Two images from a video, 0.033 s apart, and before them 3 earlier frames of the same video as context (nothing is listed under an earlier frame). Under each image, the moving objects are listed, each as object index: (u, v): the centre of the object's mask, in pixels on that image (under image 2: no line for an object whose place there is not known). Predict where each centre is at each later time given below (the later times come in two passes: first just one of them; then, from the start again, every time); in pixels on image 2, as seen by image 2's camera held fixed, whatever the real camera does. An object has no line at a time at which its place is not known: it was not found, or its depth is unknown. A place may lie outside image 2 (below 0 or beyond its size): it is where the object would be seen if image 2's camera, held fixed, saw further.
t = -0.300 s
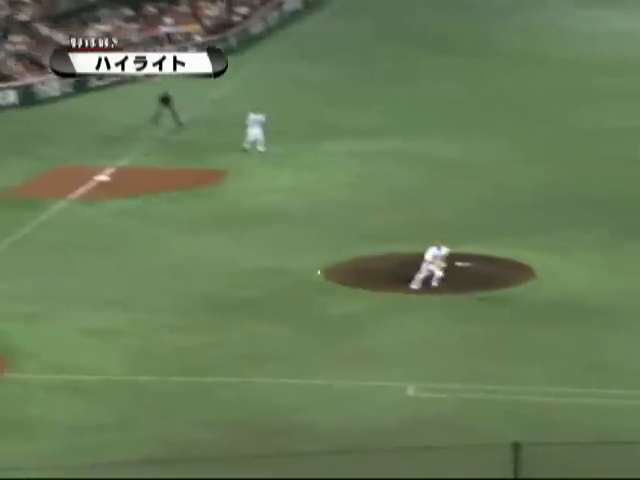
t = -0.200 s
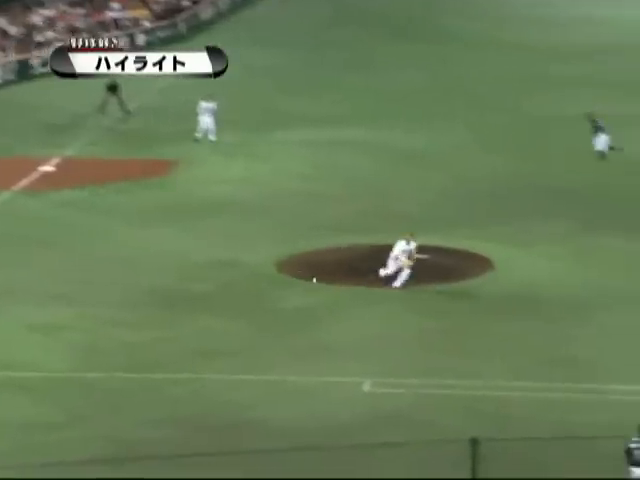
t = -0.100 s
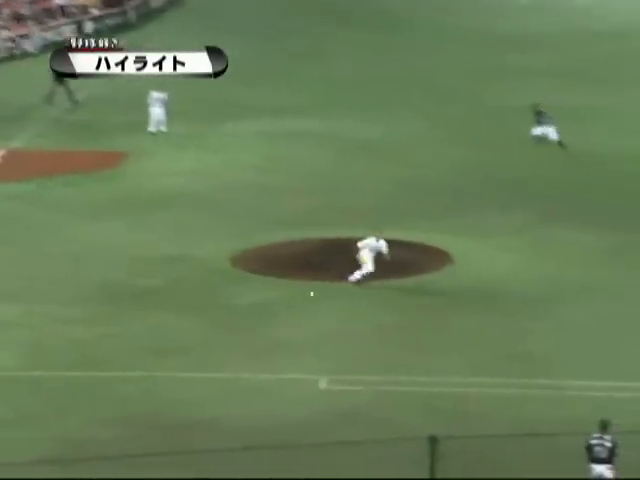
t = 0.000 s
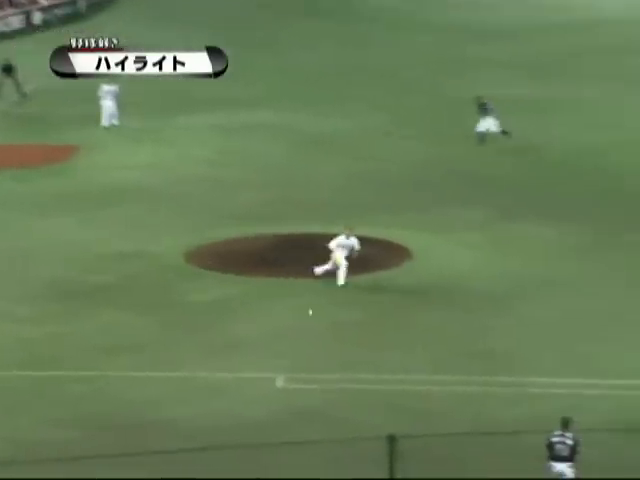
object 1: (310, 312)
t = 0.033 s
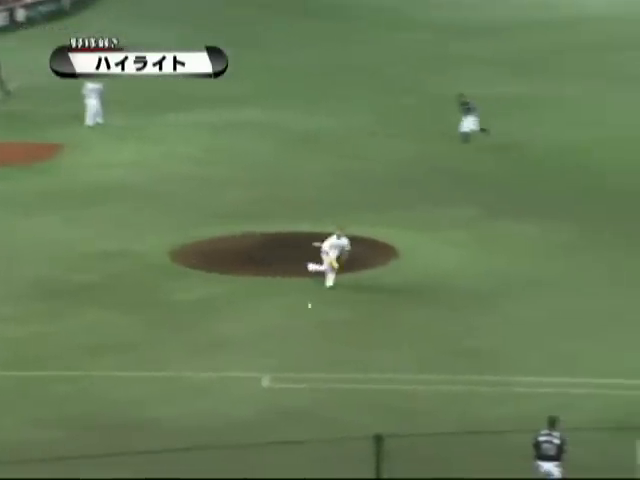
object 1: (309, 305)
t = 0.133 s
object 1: (348, 290)
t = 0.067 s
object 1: (322, 299)
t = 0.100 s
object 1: (335, 294)
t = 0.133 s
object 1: (348, 290)
